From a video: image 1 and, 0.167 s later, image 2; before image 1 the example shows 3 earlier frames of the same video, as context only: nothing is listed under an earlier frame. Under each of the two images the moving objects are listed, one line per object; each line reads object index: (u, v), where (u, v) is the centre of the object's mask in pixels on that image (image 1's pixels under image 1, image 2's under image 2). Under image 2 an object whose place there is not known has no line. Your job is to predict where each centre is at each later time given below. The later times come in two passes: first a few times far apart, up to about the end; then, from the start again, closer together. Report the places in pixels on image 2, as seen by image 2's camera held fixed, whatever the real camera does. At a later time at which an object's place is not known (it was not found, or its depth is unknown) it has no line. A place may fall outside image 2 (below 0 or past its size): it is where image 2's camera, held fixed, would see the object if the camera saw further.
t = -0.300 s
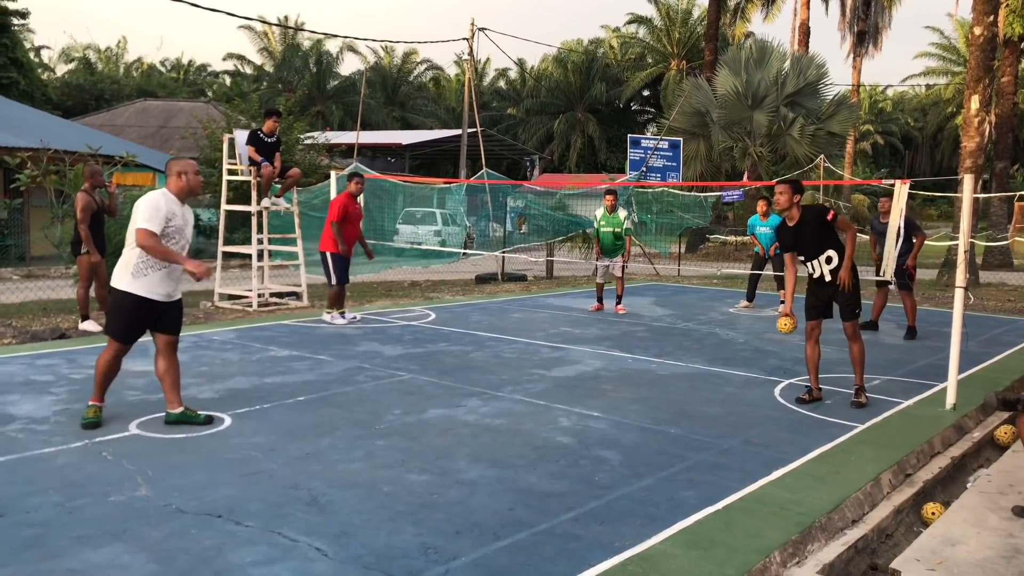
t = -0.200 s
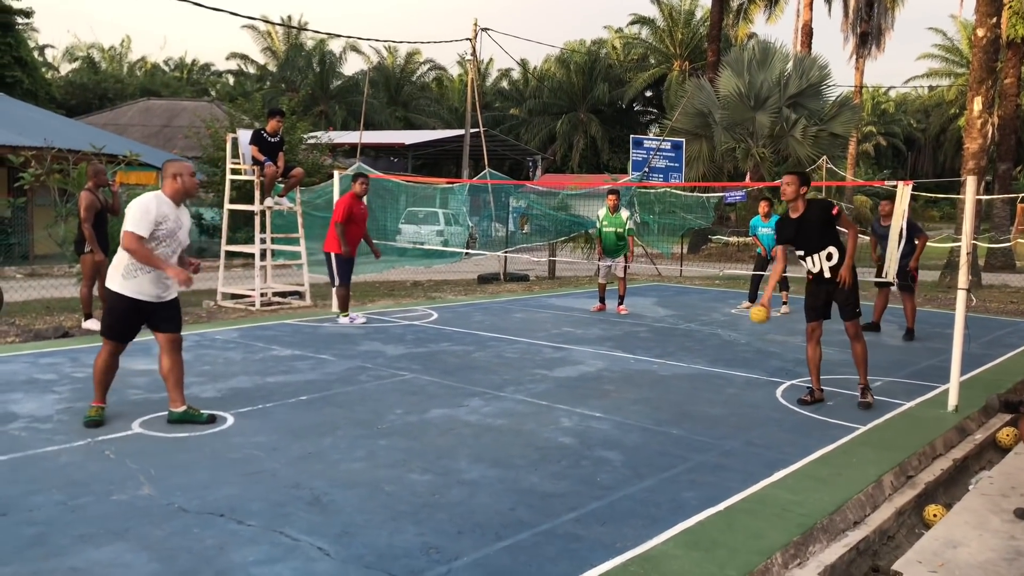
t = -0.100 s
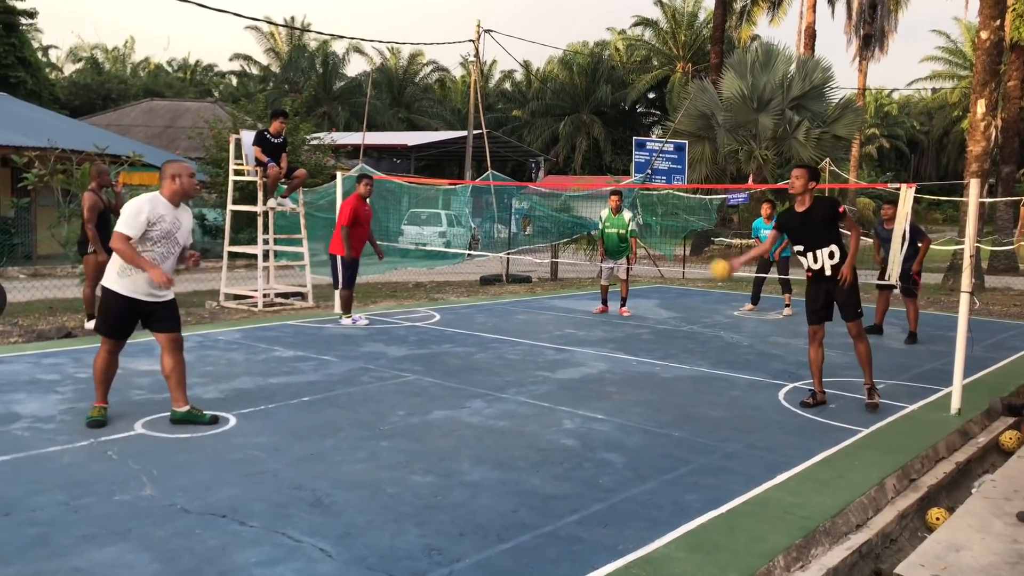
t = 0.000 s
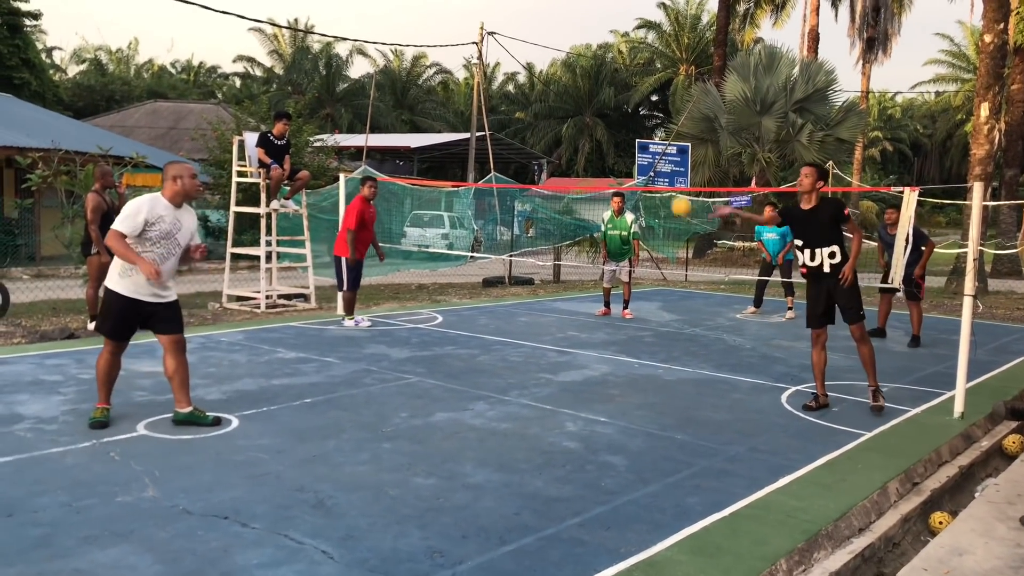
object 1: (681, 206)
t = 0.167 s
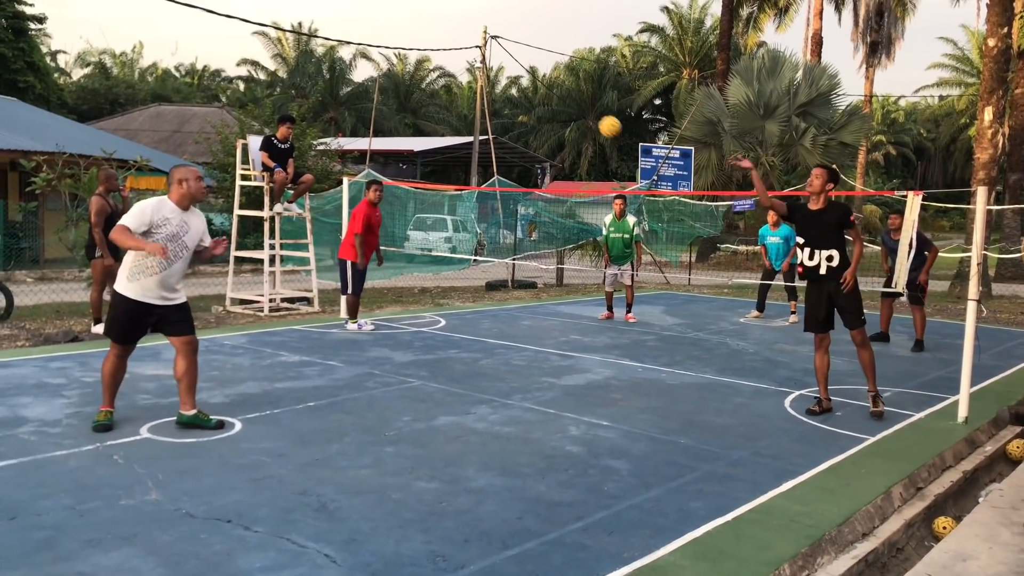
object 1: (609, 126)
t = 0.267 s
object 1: (561, 94)
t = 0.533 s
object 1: (415, 81)
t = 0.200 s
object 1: (594, 114)
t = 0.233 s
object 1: (577, 103)
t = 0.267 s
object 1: (561, 94)
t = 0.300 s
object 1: (544, 85)
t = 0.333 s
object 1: (527, 79)
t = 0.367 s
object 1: (508, 75)
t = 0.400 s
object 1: (491, 72)
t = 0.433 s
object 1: (472, 72)
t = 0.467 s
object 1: (453, 73)
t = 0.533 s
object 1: (415, 81)
